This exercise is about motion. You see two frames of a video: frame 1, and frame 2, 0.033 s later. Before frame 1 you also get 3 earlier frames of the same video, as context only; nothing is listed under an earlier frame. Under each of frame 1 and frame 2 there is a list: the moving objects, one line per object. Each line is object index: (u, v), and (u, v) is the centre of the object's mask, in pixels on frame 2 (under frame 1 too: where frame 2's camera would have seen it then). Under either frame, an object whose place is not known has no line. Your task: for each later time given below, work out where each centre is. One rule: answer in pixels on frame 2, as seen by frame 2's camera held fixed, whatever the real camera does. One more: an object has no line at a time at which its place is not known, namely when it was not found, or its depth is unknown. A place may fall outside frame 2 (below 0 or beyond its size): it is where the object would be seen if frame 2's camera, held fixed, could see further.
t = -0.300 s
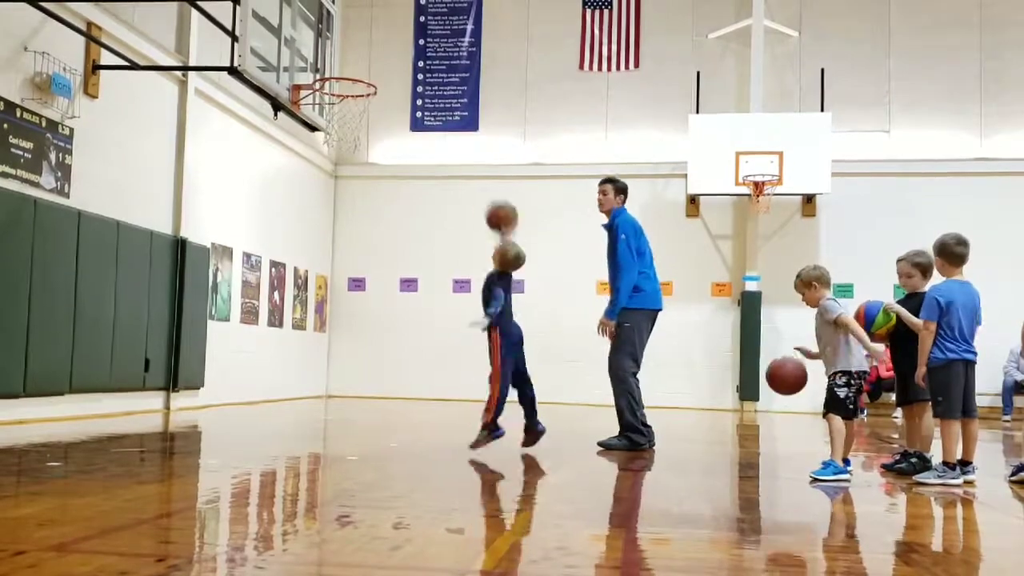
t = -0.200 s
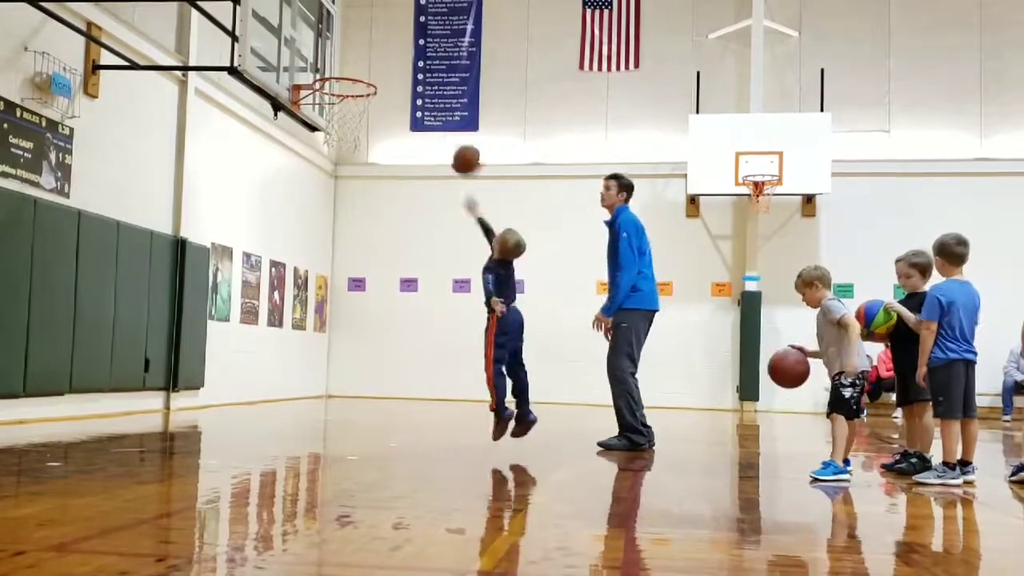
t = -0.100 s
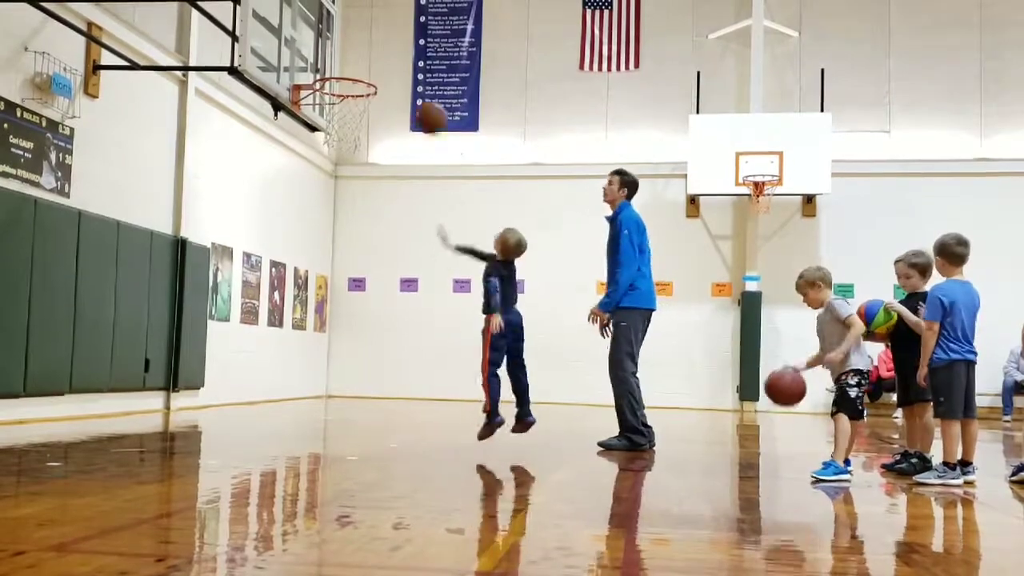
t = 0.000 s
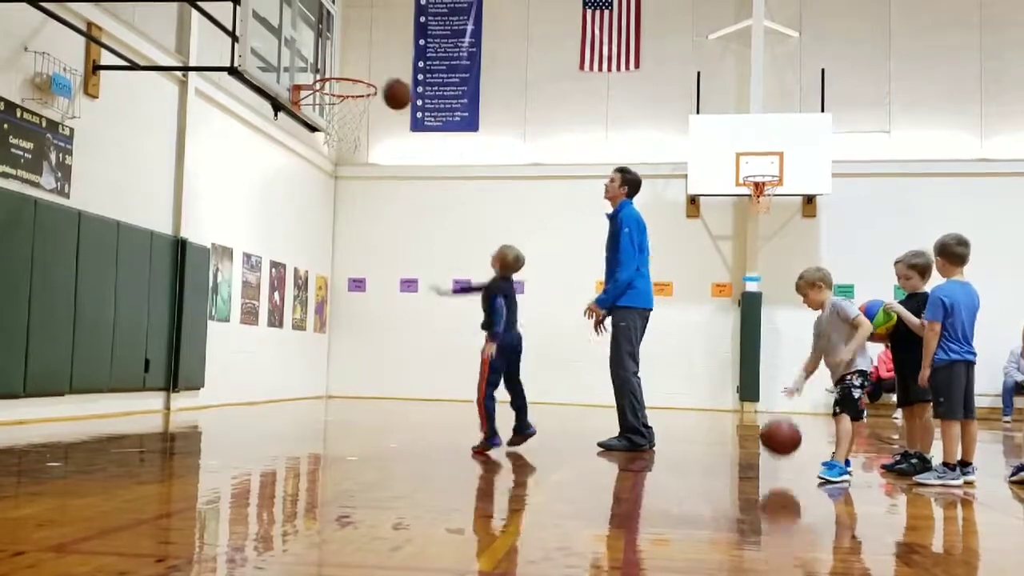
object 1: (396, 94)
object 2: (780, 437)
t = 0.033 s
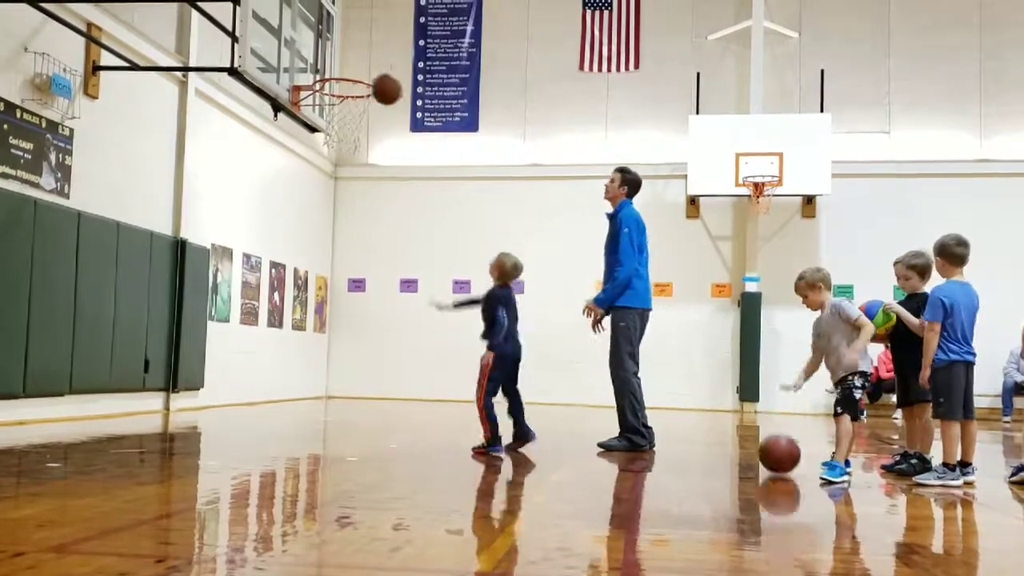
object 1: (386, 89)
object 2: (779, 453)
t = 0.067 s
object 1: (376, 86)
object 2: (780, 438)
